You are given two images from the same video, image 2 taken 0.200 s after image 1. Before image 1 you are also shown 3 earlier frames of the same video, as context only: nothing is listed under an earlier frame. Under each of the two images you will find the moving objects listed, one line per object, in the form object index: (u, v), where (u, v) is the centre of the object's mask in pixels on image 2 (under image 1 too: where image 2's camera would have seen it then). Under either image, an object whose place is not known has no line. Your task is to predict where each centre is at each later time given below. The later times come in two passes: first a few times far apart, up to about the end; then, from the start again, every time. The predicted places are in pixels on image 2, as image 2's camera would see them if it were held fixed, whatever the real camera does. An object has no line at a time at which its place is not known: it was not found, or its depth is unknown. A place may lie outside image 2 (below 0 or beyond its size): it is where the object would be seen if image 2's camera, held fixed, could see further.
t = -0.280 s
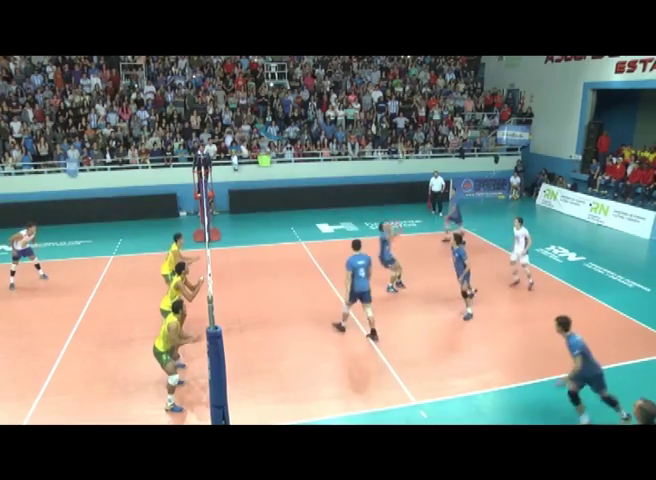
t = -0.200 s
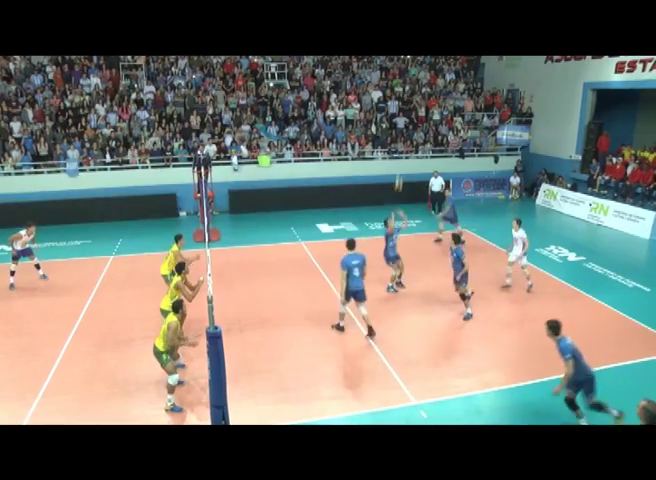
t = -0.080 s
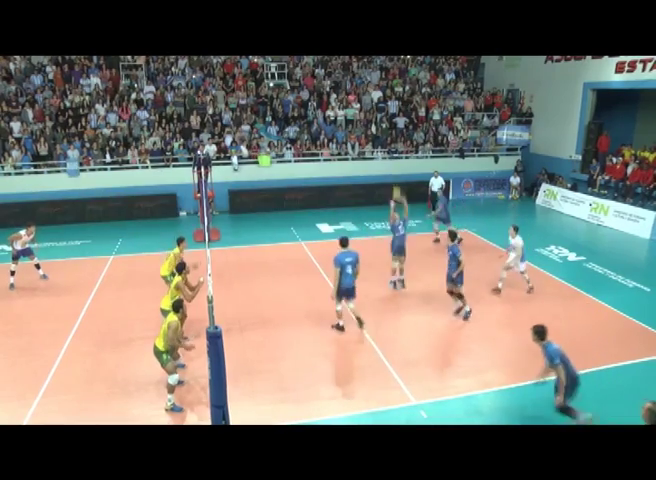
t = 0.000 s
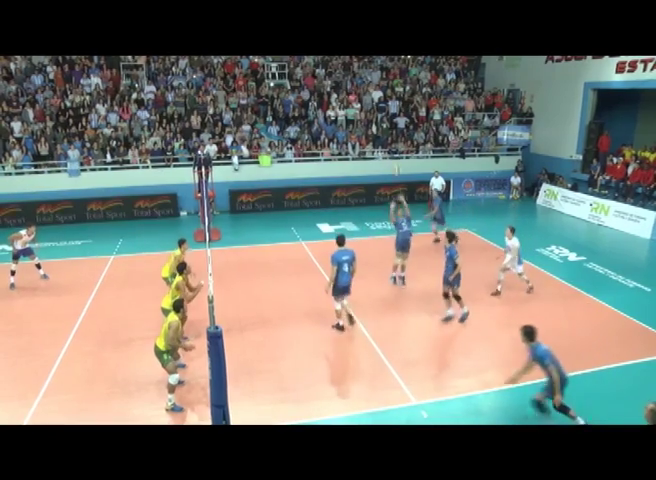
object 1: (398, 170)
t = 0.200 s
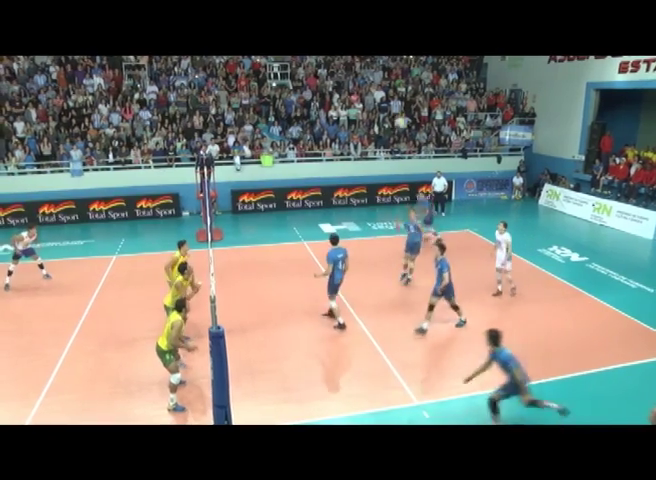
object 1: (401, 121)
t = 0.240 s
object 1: (399, 113)
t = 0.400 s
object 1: (398, 87)
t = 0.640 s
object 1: (396, 66)
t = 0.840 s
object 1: (394, 73)
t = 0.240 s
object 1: (399, 113)
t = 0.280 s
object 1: (399, 106)
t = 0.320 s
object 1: (398, 98)
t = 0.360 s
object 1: (399, 92)
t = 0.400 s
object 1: (398, 87)
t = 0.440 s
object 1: (398, 81)
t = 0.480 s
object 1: (397, 75)
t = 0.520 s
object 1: (397, 73)
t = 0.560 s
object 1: (397, 70)
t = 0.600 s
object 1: (396, 67)
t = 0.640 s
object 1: (396, 66)
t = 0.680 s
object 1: (396, 66)
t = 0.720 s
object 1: (395, 67)
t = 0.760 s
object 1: (395, 68)
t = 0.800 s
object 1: (394, 70)
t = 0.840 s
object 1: (394, 73)
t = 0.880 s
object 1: (393, 78)
